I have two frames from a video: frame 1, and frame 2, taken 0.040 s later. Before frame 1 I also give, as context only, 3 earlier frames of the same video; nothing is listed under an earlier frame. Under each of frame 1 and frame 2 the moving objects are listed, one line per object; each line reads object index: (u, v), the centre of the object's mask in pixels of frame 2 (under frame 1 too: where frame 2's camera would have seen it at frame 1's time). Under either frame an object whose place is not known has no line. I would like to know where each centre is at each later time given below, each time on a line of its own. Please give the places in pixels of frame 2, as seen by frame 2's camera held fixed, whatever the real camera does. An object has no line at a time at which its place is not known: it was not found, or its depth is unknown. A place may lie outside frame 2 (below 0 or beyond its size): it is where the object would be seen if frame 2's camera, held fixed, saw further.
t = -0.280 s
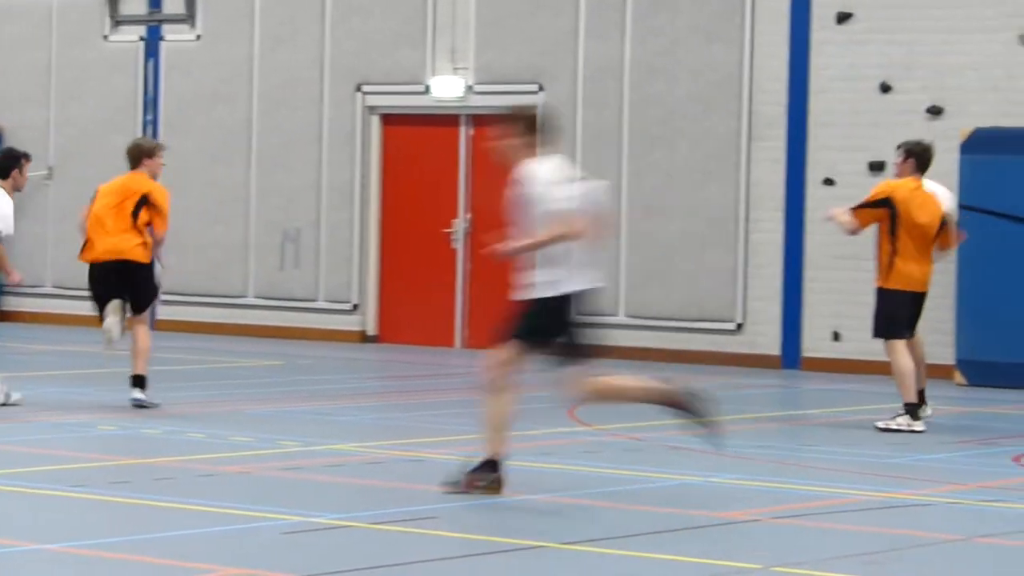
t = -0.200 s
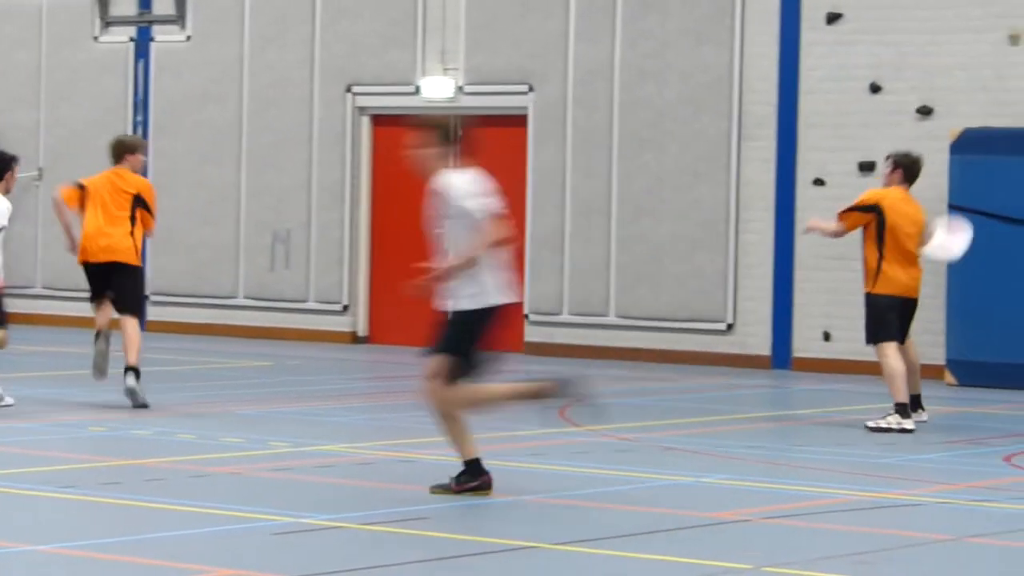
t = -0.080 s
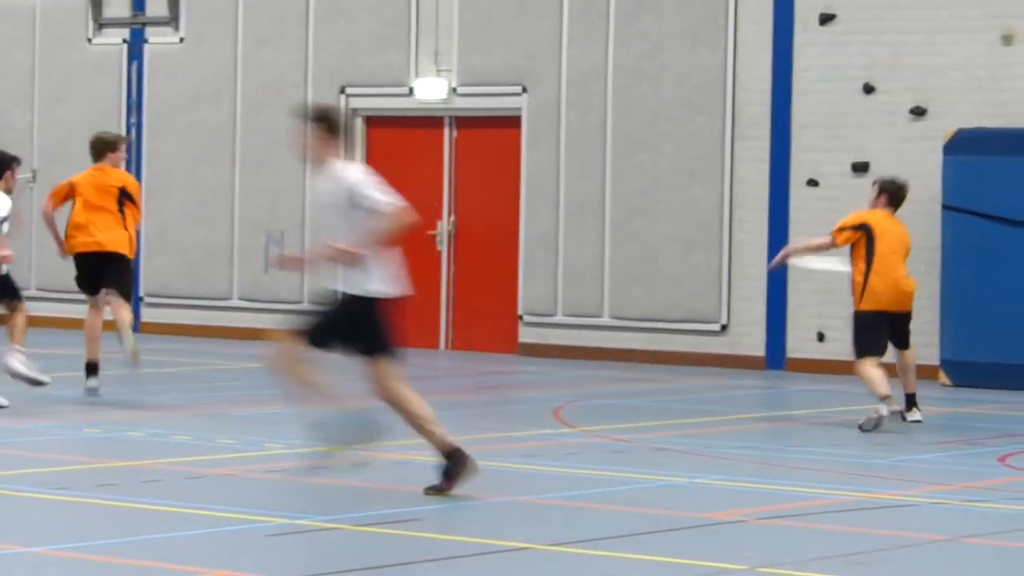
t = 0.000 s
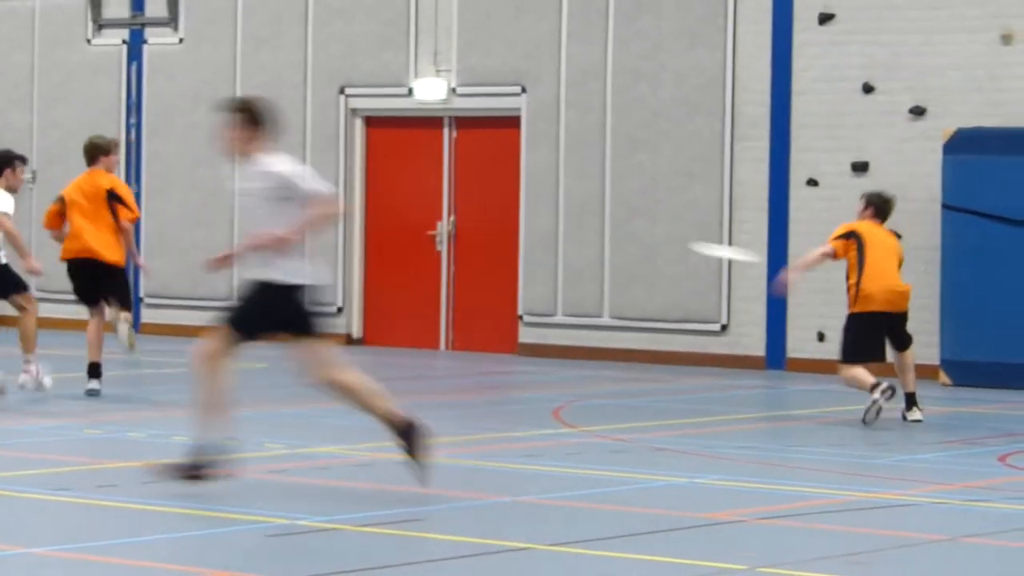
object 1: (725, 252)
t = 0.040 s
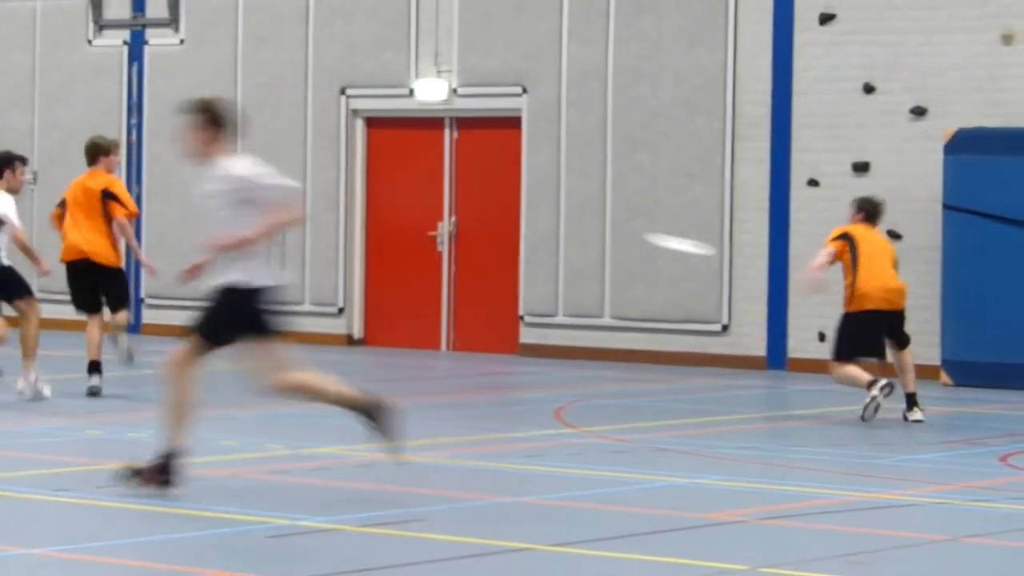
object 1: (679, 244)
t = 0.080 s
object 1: (638, 235)
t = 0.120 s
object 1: (597, 227)
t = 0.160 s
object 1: (557, 218)
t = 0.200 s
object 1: (516, 208)
